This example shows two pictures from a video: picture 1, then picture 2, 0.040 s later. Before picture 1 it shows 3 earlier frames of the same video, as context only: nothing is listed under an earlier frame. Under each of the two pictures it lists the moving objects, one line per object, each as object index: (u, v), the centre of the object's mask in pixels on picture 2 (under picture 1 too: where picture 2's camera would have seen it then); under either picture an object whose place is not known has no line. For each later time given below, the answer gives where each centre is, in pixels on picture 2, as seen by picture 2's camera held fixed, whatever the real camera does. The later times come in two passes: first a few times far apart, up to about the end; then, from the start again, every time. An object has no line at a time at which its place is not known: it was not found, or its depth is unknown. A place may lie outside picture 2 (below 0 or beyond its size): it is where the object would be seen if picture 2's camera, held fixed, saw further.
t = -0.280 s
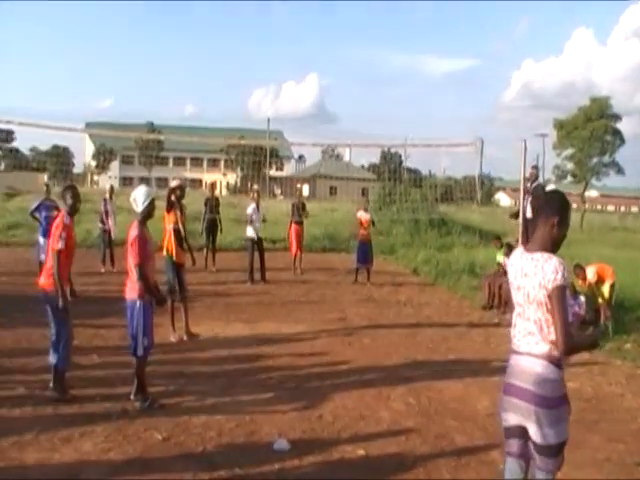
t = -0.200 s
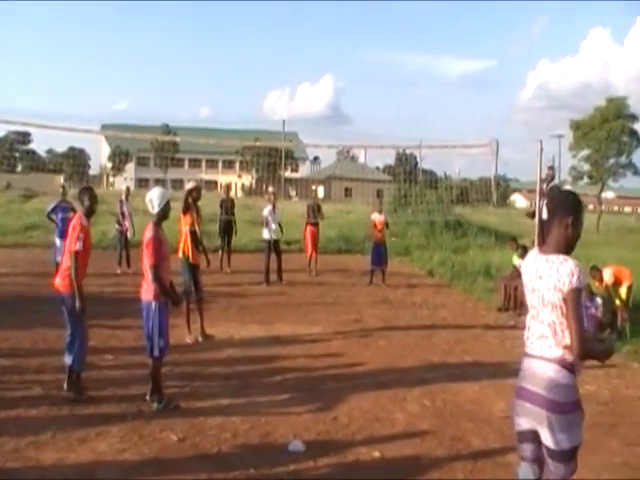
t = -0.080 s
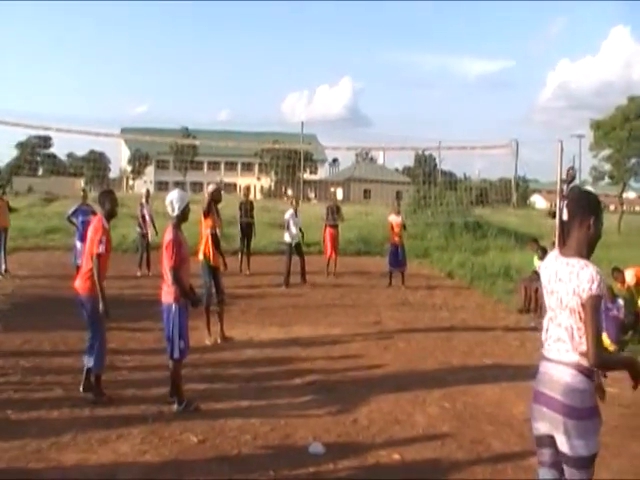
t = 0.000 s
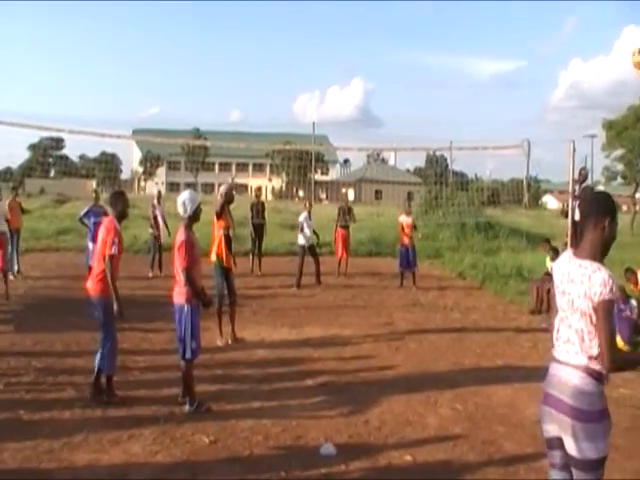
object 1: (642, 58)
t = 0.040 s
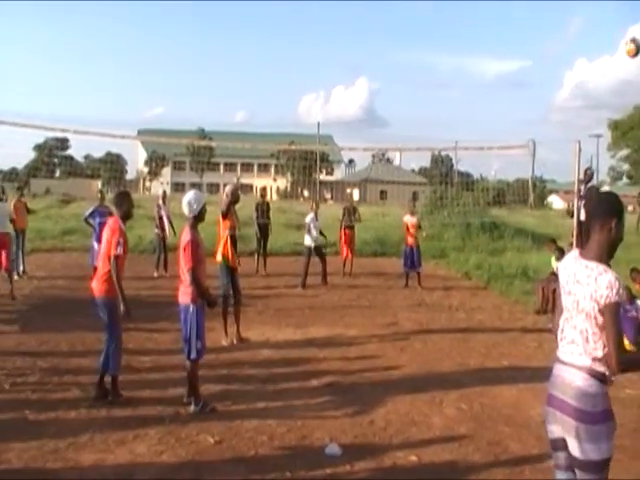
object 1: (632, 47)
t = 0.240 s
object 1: (573, 24)
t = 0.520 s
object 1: (507, 52)
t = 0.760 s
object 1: (460, 119)
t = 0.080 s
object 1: (620, 39)
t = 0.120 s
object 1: (607, 32)
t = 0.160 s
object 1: (595, 28)
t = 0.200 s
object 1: (584, 25)
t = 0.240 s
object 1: (573, 24)
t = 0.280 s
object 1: (563, 24)
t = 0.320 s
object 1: (552, 26)
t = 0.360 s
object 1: (543, 29)
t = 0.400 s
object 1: (534, 33)
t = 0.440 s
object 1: (524, 38)
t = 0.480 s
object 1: (515, 44)
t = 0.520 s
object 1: (507, 52)
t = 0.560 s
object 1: (498, 61)
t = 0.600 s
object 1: (490, 70)
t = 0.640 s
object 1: (482, 81)
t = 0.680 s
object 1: (475, 92)
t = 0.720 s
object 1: (467, 105)
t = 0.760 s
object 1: (460, 119)
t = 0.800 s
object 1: (454, 134)
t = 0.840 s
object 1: (448, 148)
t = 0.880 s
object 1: (438, 160)
